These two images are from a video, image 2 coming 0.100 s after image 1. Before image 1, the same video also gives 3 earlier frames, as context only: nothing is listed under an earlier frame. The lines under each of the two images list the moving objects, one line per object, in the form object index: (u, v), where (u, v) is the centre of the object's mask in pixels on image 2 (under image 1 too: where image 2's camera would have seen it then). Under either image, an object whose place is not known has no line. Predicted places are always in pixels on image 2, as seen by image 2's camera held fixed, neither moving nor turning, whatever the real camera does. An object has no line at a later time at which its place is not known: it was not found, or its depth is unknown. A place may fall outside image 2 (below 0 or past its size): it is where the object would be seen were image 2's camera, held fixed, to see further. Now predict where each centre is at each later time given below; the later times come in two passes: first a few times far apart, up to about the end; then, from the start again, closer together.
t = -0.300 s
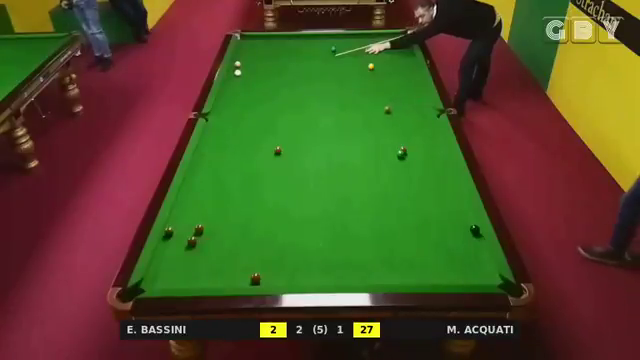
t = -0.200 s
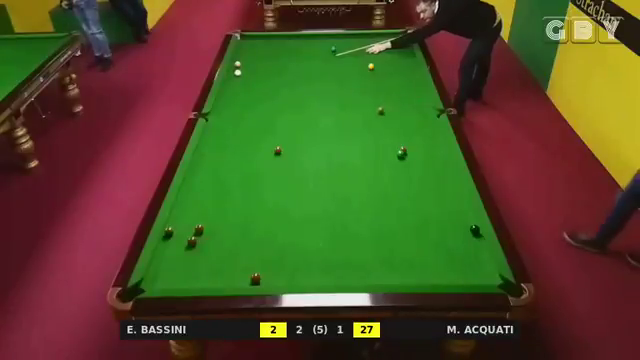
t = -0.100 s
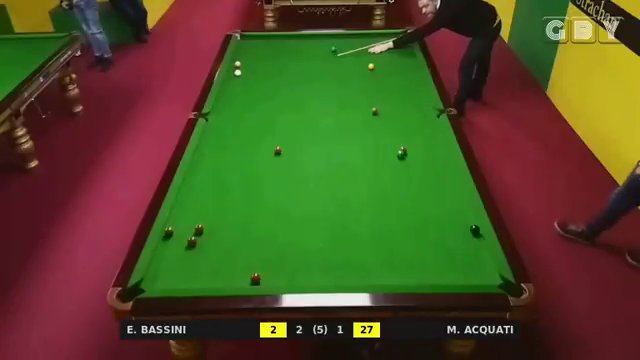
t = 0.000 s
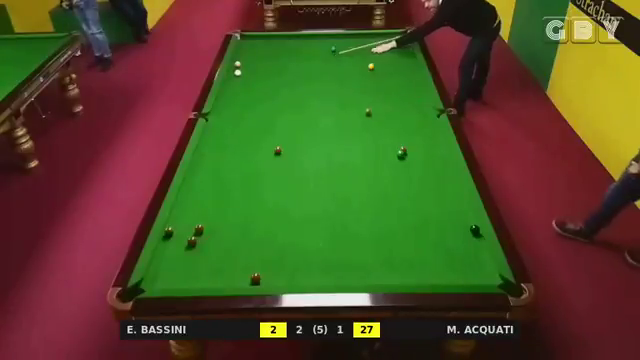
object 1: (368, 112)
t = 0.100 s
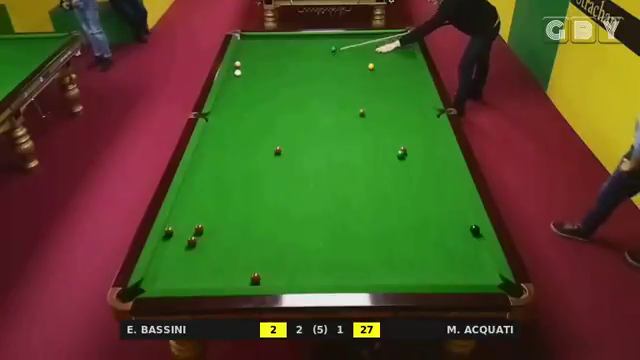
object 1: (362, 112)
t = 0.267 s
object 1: (352, 113)
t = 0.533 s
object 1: (336, 116)
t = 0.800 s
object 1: (321, 117)
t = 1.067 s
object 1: (307, 118)
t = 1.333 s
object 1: (299, 119)
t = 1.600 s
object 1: (281, 122)
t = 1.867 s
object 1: (269, 124)
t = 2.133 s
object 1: (258, 125)
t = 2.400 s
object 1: (247, 126)
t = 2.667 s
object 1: (238, 127)
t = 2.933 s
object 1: (229, 128)
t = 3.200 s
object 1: (222, 128)
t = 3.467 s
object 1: (215, 129)
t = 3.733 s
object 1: (209, 130)
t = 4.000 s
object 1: (206, 130)
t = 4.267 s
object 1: (208, 130)
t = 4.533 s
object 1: (209, 130)
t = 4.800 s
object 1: (209, 130)
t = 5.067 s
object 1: (210, 131)
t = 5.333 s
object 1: (210, 131)
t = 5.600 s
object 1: (210, 131)
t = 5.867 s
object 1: (210, 131)
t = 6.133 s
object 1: (210, 131)
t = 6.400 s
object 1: (210, 131)
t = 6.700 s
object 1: (210, 131)
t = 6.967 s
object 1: (210, 130)
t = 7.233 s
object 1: (210, 131)
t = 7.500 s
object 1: (210, 131)
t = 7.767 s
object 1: (210, 131)
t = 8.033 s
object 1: (210, 131)
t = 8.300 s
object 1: (210, 131)
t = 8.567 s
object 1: (210, 131)
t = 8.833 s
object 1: (210, 131)
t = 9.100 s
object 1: (210, 131)
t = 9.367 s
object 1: (210, 130)
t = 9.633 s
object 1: (210, 130)
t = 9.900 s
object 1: (210, 130)
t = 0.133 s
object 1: (360, 113)
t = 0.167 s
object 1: (358, 113)
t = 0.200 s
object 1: (356, 113)
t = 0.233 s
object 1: (354, 113)
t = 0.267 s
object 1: (352, 113)
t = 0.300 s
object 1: (350, 114)
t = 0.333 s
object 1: (348, 114)
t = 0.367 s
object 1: (346, 114)
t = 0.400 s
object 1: (344, 114)
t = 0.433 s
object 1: (342, 115)
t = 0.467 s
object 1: (340, 115)
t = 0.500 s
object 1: (338, 115)
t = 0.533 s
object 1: (336, 116)
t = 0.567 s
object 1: (334, 116)
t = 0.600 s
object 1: (332, 116)
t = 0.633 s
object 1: (330, 116)
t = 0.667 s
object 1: (329, 116)
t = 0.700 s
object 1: (327, 116)
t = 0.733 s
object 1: (325, 117)
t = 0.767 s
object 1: (323, 117)
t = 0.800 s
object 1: (321, 117)
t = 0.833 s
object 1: (319, 117)
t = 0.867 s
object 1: (317, 118)
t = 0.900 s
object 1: (316, 118)
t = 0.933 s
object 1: (314, 118)
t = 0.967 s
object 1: (312, 118)
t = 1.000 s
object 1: (310, 118)
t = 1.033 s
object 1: (309, 118)
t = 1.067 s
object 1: (307, 118)
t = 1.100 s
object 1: (305, 119)
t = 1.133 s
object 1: (304, 119)
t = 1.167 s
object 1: (302, 120)
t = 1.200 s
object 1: (302, 120)
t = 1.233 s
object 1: (301, 119)
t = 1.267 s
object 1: (299, 119)
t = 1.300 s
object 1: (299, 119)
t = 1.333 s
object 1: (299, 119)
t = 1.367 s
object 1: (293, 120)
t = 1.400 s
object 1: (291, 121)
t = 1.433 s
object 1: (289, 120)
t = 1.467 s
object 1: (288, 120)
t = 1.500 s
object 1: (286, 121)
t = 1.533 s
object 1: (285, 120)
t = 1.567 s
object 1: (282, 122)
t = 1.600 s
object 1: (281, 122)
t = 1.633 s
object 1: (279, 122)
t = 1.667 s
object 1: (278, 122)
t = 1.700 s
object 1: (276, 122)
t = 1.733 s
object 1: (275, 122)
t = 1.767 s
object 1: (273, 123)
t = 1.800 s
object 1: (272, 123)
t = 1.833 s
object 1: (270, 123)
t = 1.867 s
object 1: (269, 124)
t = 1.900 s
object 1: (268, 124)
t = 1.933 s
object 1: (266, 124)
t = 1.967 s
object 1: (264, 124)
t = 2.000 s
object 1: (263, 124)
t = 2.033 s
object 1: (262, 124)
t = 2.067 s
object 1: (260, 124)
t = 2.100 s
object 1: (259, 124)
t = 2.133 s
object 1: (258, 125)
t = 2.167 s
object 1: (256, 125)
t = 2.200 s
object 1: (255, 125)
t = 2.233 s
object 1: (254, 125)
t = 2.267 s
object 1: (252, 125)
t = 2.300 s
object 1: (251, 125)
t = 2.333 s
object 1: (250, 125)
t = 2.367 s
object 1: (249, 126)
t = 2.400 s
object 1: (247, 126)
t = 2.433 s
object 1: (246, 126)
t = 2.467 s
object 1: (245, 126)
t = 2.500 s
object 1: (244, 126)
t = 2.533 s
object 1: (242, 126)
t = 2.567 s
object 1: (241, 127)
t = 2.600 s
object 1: (240, 127)
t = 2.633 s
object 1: (239, 127)
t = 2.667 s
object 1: (238, 127)
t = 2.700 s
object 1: (236, 127)
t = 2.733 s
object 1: (235, 127)
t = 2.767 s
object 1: (234, 127)
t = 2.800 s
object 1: (233, 127)
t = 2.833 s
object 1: (232, 127)
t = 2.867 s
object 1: (231, 127)
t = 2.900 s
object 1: (230, 128)
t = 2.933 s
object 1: (229, 128)
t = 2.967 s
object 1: (228, 128)
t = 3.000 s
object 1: (227, 128)
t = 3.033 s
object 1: (227, 128)
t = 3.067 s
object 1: (226, 128)
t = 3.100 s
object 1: (224, 128)
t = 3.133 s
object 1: (224, 128)
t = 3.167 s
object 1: (223, 128)
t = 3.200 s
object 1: (222, 128)
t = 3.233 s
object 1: (221, 128)
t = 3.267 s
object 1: (220, 129)
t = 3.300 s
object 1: (220, 129)
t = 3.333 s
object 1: (219, 129)
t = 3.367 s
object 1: (218, 129)
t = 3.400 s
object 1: (217, 129)
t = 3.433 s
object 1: (216, 129)
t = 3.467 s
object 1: (215, 129)
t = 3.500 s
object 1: (214, 129)
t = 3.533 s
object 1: (213, 129)
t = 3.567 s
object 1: (213, 129)
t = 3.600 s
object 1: (212, 130)
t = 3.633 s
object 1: (211, 130)
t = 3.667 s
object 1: (211, 130)
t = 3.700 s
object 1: (210, 130)
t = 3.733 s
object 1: (209, 130)
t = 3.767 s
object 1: (208, 130)
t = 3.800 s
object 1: (208, 130)
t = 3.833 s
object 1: (207, 131)
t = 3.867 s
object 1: (207, 130)
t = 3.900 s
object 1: (206, 130)
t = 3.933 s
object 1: (206, 130)
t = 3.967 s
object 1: (205, 131)
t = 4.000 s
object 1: (206, 130)
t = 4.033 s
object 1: (206, 130)
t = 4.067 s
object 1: (206, 130)
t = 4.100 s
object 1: (206, 130)
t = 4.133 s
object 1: (207, 130)
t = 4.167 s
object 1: (207, 130)
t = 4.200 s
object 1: (207, 130)
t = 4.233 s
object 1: (207, 130)
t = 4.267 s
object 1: (208, 130)
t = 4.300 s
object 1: (208, 130)
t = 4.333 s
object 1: (208, 131)
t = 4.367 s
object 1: (208, 131)
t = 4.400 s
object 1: (209, 131)
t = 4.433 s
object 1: (209, 131)
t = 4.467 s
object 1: (209, 131)
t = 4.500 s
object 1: (209, 131)
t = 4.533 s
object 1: (209, 130)
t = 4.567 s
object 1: (209, 130)
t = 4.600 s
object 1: (209, 130)
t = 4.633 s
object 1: (209, 130)
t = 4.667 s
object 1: (209, 131)
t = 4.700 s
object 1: (209, 130)
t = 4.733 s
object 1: (209, 130)
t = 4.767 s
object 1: (209, 130)
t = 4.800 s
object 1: (209, 130)
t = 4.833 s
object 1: (209, 130)
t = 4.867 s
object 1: (209, 130)
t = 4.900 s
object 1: (209, 130)
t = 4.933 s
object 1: (210, 130)
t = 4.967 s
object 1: (210, 131)
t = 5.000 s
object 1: (210, 131)
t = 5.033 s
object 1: (210, 131)
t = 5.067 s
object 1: (210, 131)
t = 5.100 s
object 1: (210, 131)
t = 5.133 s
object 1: (210, 131)
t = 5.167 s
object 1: (210, 131)
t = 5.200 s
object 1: (210, 131)
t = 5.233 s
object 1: (210, 131)
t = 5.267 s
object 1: (210, 131)
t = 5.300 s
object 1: (210, 131)
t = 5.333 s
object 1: (210, 131)
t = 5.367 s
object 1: (210, 131)
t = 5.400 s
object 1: (210, 131)
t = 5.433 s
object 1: (210, 131)
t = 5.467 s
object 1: (210, 131)
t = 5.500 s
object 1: (210, 131)
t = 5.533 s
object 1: (210, 131)
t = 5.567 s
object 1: (210, 131)
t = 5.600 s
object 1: (210, 131)
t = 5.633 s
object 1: (210, 131)
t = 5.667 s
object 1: (210, 131)
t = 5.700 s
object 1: (210, 131)
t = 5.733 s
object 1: (210, 131)
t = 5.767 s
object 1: (210, 131)
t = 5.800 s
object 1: (210, 131)
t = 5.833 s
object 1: (210, 131)
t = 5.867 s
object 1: (210, 131)
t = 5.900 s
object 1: (210, 131)
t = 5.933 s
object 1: (210, 131)
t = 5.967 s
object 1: (210, 131)
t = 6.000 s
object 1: (210, 131)
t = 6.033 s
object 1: (210, 131)
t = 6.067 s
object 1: (210, 131)
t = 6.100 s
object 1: (210, 131)
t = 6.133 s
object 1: (210, 131)
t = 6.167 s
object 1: (210, 131)
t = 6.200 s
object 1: (210, 131)
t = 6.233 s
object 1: (210, 131)
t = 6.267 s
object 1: (210, 131)
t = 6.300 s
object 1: (210, 131)
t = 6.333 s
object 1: (210, 131)
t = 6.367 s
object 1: (210, 131)
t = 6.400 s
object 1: (210, 131)
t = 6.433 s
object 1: (210, 131)
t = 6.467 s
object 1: (210, 131)
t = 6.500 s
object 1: (210, 131)
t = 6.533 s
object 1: (210, 131)
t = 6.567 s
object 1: (210, 131)
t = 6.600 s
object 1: (210, 131)
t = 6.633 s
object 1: (210, 131)
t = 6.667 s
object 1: (210, 131)
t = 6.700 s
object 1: (210, 131)
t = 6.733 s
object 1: (210, 131)
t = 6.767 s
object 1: (210, 131)
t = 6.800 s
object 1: (210, 131)
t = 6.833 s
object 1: (210, 131)
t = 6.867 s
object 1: (210, 131)
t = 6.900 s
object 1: (210, 131)
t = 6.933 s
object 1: (210, 130)
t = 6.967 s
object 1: (210, 130)
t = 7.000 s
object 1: (210, 131)
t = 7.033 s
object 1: (210, 131)
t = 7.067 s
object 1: (210, 131)
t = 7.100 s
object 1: (210, 131)
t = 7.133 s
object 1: (210, 131)
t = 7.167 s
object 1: (210, 131)
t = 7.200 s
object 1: (210, 131)
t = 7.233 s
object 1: (210, 131)
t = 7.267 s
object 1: (210, 131)
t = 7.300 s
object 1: (210, 131)
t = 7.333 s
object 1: (210, 131)
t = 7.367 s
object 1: (210, 131)
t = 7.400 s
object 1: (210, 131)
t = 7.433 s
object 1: (210, 131)
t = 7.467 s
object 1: (210, 131)
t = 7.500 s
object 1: (210, 131)
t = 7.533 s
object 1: (210, 131)
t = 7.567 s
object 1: (210, 131)
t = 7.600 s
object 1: (210, 131)
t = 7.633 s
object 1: (210, 131)
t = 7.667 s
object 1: (210, 131)
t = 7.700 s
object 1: (210, 131)
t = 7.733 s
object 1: (210, 131)
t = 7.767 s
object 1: (210, 131)
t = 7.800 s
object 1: (210, 131)
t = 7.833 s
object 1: (210, 131)
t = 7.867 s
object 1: (210, 131)
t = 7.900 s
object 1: (210, 131)
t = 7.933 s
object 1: (210, 131)
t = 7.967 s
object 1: (210, 131)
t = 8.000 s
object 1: (210, 131)
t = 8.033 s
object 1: (210, 131)
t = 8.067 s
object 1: (210, 131)
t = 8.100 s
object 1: (210, 131)
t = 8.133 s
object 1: (210, 131)
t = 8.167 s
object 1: (210, 131)
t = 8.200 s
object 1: (210, 131)
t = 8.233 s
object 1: (210, 131)
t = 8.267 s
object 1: (210, 131)
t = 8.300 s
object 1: (210, 131)
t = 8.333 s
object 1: (210, 131)
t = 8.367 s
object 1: (210, 131)
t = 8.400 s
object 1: (210, 131)
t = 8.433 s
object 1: (210, 131)
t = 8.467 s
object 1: (210, 131)
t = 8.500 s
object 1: (210, 131)
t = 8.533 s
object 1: (210, 131)
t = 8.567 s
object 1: (210, 131)
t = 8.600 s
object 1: (210, 131)
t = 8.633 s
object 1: (210, 131)
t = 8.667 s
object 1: (210, 131)
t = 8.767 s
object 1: (210, 131)
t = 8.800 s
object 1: (210, 131)
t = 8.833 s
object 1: (210, 131)
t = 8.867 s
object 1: (210, 131)
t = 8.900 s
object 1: (210, 131)
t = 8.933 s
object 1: (210, 131)
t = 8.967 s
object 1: (210, 131)
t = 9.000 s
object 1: (210, 131)
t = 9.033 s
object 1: (210, 131)
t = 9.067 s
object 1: (210, 131)
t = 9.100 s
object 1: (210, 131)
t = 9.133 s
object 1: (210, 131)
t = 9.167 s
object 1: (210, 131)
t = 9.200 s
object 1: (210, 131)
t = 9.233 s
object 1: (210, 131)
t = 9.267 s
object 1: (210, 131)
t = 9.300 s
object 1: (210, 131)
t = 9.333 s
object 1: (210, 130)
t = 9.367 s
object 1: (210, 130)
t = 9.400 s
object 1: (210, 130)
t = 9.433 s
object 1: (210, 131)
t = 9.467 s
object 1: (210, 130)
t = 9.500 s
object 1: (210, 130)
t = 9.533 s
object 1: (210, 130)
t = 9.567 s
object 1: (210, 130)
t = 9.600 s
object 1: (210, 130)
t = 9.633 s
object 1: (210, 130)
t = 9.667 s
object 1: (210, 130)
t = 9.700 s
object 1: (210, 130)
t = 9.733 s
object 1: (210, 130)
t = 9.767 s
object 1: (210, 130)
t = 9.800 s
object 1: (210, 130)
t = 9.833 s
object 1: (210, 130)
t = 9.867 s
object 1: (210, 130)
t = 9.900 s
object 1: (210, 130)
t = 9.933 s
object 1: (210, 130)
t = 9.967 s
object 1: (210, 130)
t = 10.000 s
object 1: (210, 130)
